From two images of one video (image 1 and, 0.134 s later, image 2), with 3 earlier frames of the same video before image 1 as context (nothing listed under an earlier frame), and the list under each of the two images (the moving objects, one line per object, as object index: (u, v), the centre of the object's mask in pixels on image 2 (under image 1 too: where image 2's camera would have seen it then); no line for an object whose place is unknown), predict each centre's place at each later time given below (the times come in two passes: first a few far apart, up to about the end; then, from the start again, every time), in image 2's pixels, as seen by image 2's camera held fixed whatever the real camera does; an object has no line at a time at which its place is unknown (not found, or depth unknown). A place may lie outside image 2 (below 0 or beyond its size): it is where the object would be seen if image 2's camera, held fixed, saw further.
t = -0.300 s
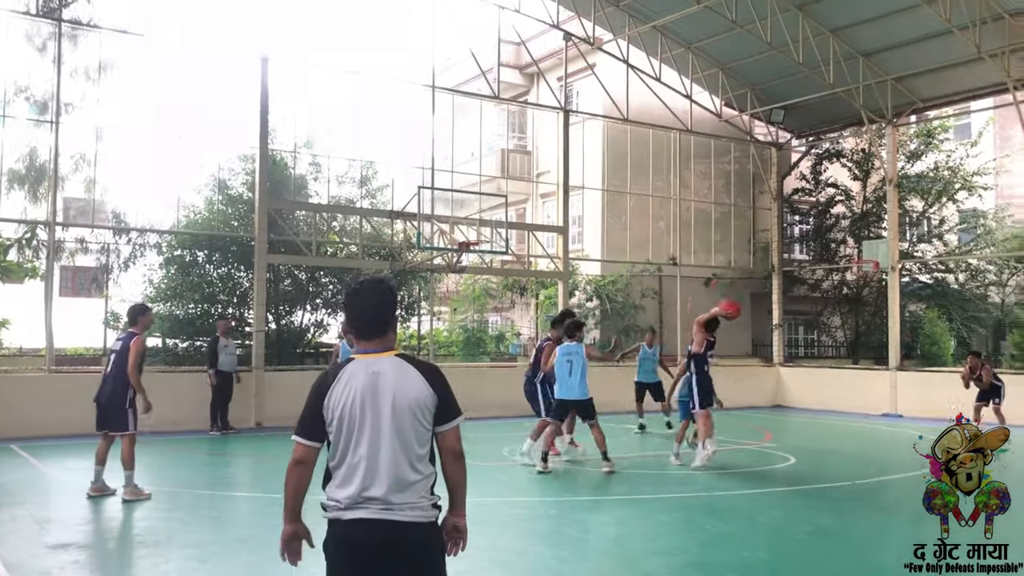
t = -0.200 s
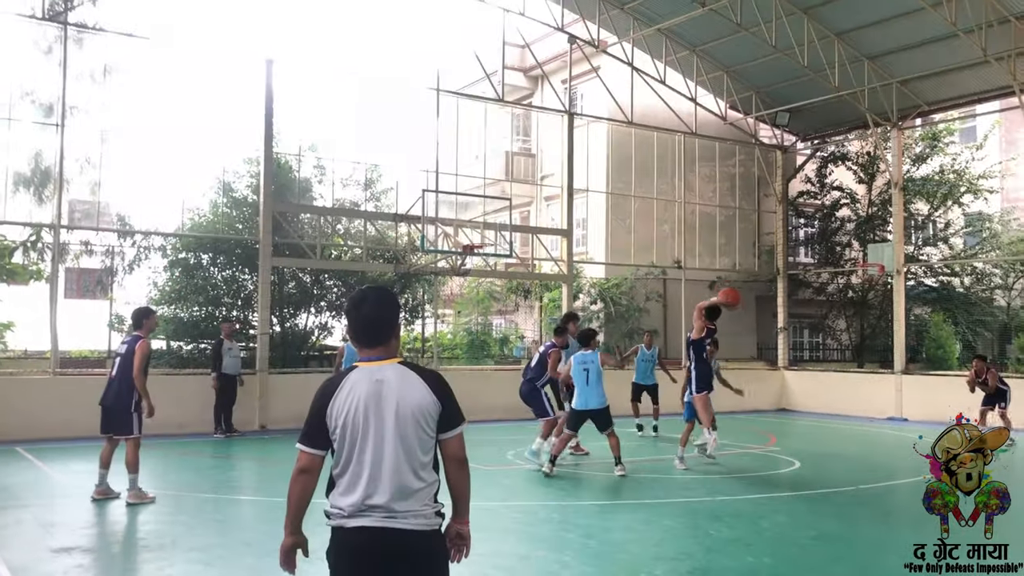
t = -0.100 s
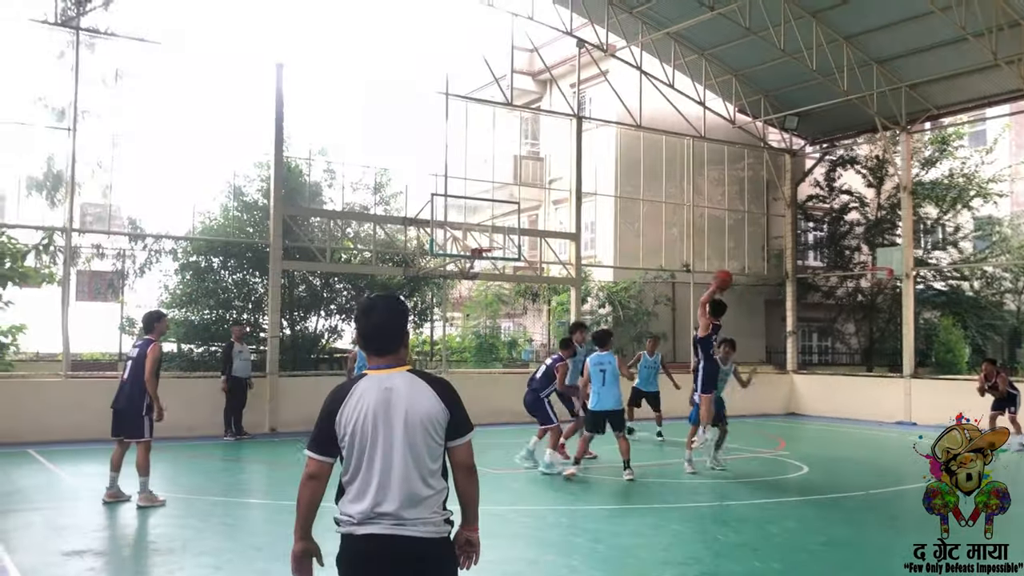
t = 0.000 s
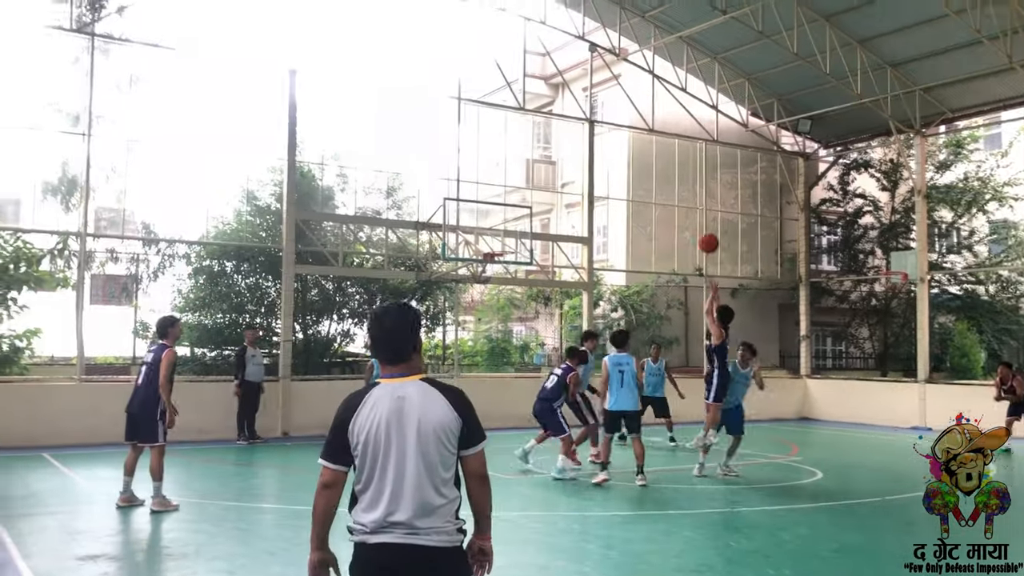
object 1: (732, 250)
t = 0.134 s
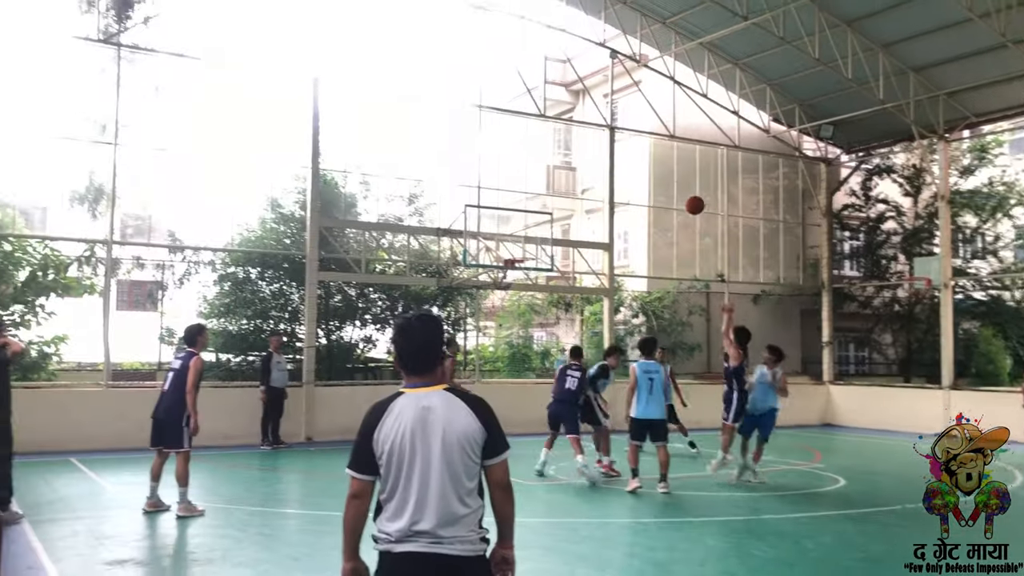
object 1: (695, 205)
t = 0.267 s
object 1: (664, 178)
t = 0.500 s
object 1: (618, 166)
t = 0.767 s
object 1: (572, 192)
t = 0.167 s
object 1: (686, 197)
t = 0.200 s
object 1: (679, 189)
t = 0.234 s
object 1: (671, 183)
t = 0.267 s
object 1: (664, 178)
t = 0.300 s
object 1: (657, 174)
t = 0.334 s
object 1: (650, 170)
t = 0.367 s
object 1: (643, 167)
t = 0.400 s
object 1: (636, 166)
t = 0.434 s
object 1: (630, 165)
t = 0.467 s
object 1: (624, 164)
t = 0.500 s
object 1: (618, 166)
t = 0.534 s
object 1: (612, 167)
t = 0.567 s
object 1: (606, 168)
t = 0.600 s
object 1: (599, 171)
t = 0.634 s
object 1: (594, 174)
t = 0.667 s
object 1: (588, 177)
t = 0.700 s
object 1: (583, 182)
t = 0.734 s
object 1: (577, 187)
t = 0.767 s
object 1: (572, 192)
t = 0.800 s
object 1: (566, 198)
